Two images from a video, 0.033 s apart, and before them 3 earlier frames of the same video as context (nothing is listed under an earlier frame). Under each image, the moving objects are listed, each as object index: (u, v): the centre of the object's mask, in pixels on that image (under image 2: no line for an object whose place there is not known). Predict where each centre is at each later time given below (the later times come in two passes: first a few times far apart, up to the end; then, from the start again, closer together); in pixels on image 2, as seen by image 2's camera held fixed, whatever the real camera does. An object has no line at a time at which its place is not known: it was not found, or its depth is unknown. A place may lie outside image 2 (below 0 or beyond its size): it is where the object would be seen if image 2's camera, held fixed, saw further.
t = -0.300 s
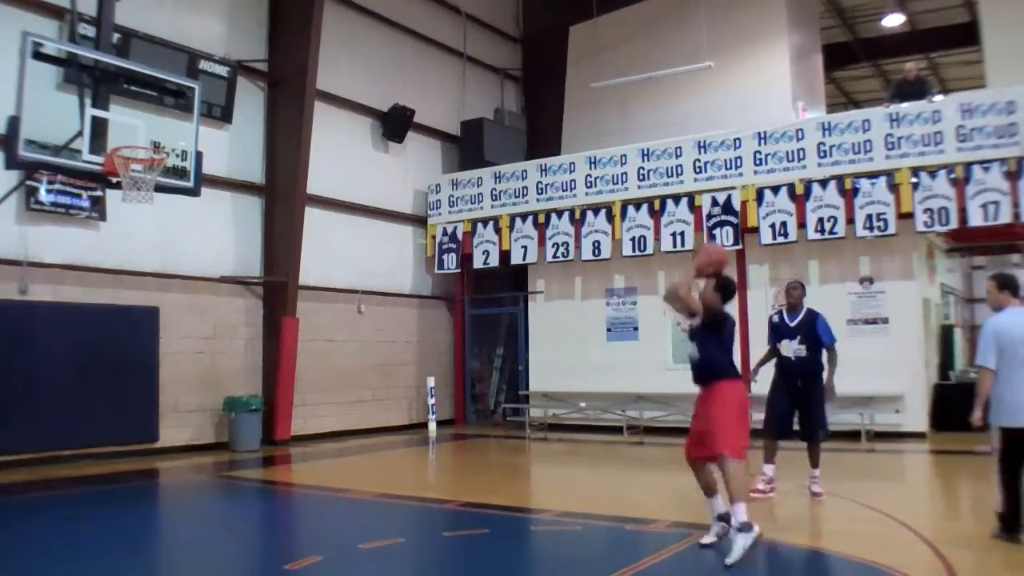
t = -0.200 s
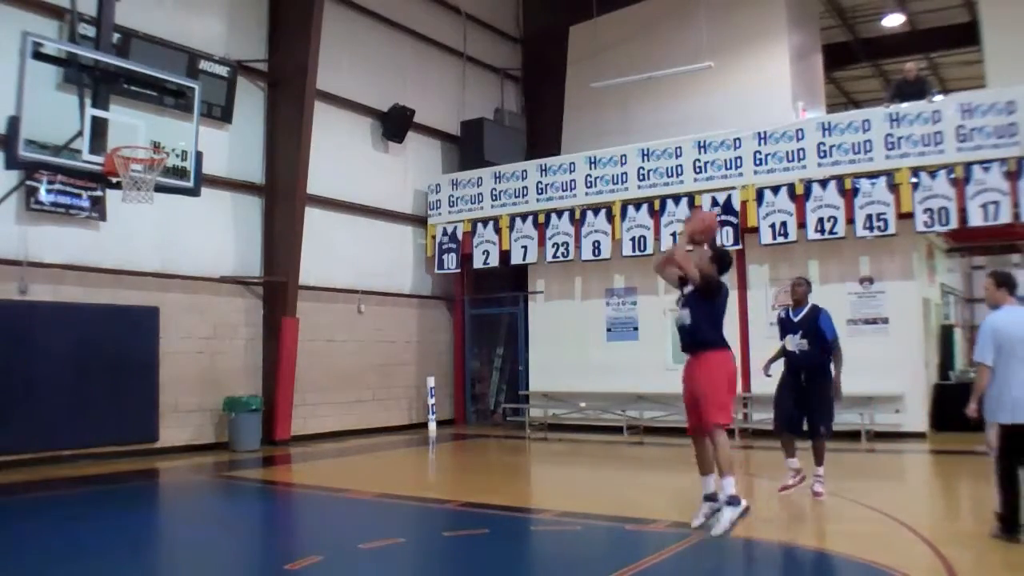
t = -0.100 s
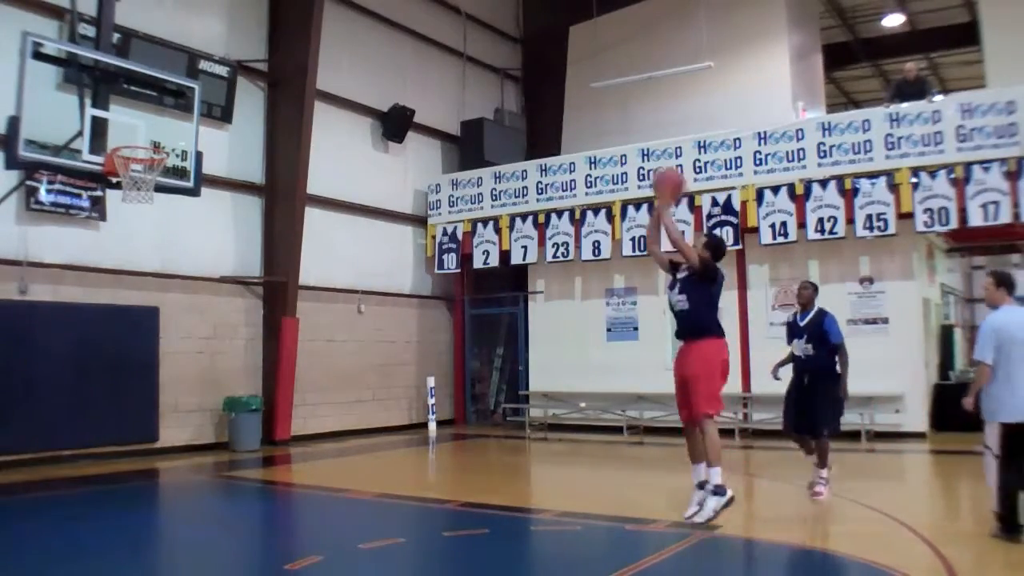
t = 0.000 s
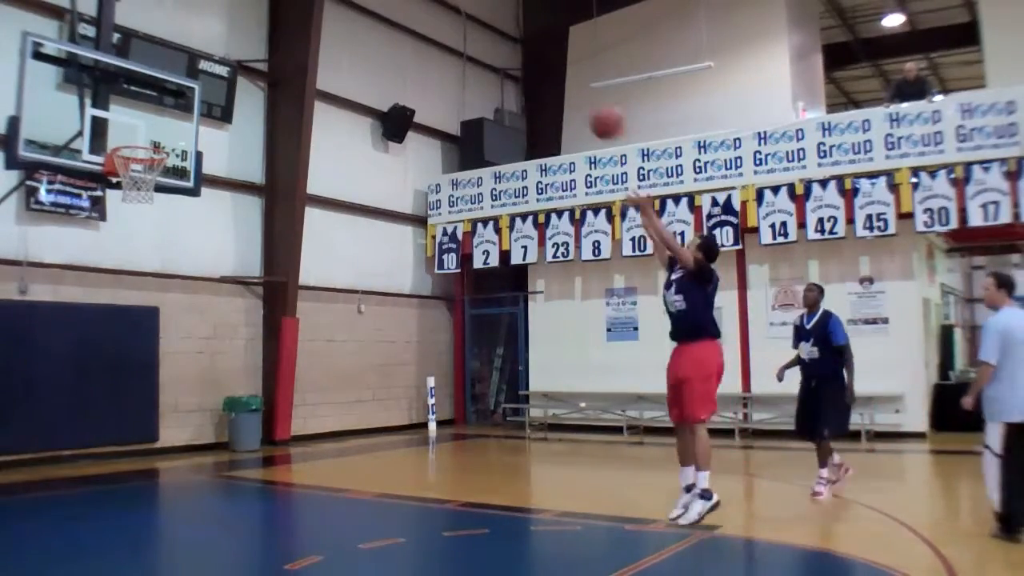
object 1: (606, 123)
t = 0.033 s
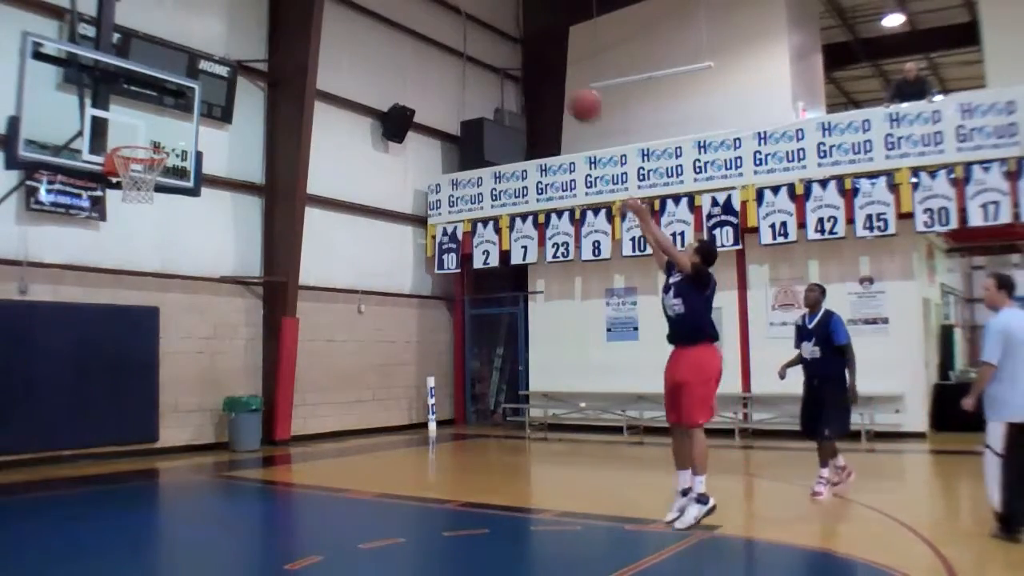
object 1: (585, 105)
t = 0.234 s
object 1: (467, 35)
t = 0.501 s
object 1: (326, 25)
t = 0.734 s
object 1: (217, 79)
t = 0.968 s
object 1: (122, 175)
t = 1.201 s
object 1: (130, 202)
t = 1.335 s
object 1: (143, 233)
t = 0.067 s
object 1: (565, 88)
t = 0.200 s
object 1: (485, 43)
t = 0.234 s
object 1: (467, 35)
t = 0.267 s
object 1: (448, 29)
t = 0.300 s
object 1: (430, 24)
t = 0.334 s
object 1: (412, 20)
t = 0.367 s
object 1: (395, 19)
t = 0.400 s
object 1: (378, 18)
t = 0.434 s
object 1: (360, 18)
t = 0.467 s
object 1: (343, 20)
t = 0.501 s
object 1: (326, 25)
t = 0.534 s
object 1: (309, 26)
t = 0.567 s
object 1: (294, 32)
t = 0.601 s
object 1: (280, 38)
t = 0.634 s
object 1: (263, 48)
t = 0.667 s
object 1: (248, 56)
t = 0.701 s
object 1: (233, 66)
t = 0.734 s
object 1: (217, 79)
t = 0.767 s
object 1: (202, 89)
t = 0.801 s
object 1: (186, 105)
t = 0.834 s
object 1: (172, 119)
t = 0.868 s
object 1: (157, 136)
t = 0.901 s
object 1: (144, 152)
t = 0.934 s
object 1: (133, 168)
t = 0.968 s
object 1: (122, 175)
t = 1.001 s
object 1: (119, 179)
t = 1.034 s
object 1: (120, 181)
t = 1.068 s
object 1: (122, 183)
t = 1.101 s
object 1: (122, 183)
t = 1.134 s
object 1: (125, 189)
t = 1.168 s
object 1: (128, 197)
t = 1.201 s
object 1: (130, 202)
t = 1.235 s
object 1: (134, 206)
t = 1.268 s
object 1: (137, 213)
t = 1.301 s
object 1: (140, 222)
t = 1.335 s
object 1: (143, 233)
